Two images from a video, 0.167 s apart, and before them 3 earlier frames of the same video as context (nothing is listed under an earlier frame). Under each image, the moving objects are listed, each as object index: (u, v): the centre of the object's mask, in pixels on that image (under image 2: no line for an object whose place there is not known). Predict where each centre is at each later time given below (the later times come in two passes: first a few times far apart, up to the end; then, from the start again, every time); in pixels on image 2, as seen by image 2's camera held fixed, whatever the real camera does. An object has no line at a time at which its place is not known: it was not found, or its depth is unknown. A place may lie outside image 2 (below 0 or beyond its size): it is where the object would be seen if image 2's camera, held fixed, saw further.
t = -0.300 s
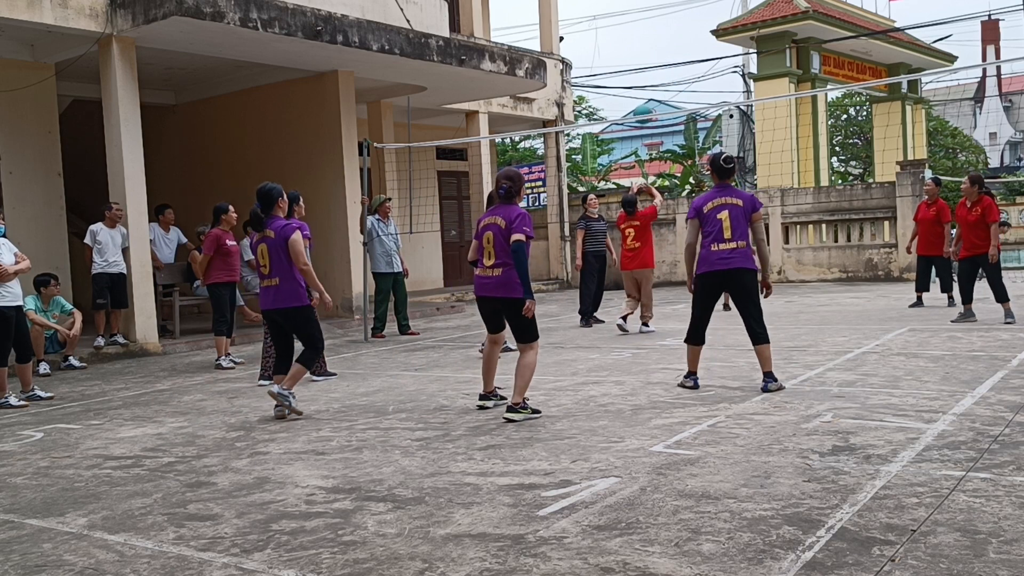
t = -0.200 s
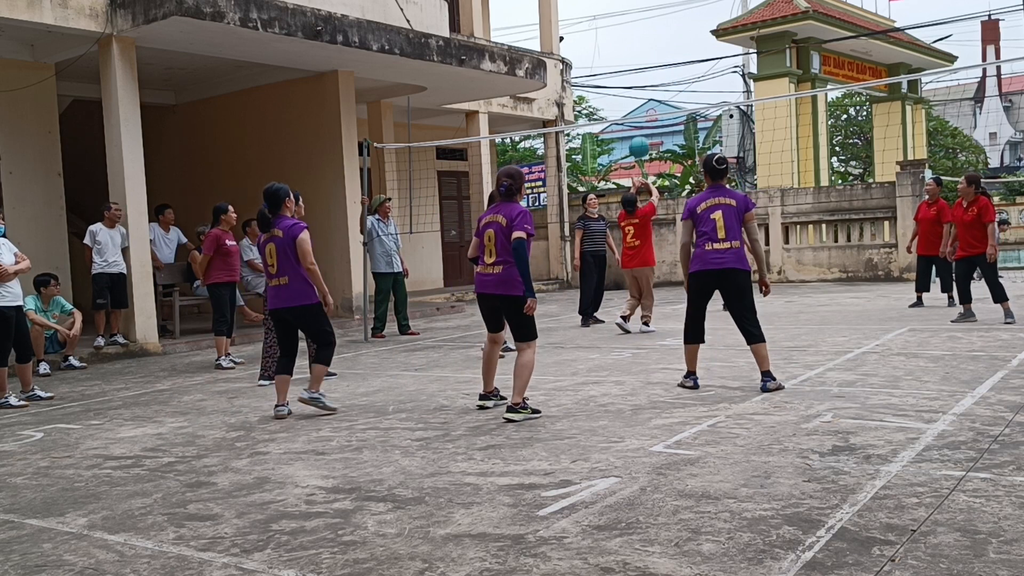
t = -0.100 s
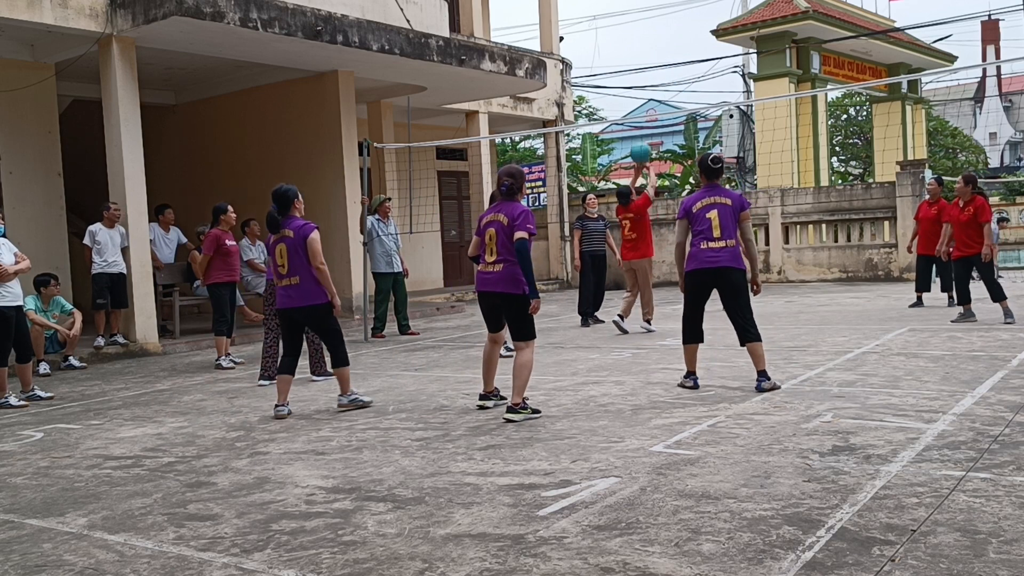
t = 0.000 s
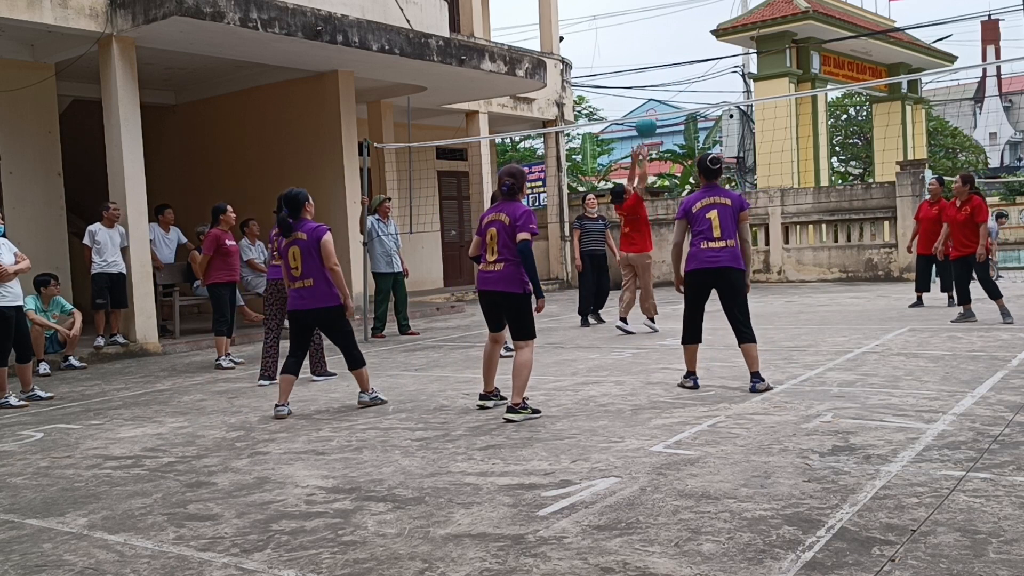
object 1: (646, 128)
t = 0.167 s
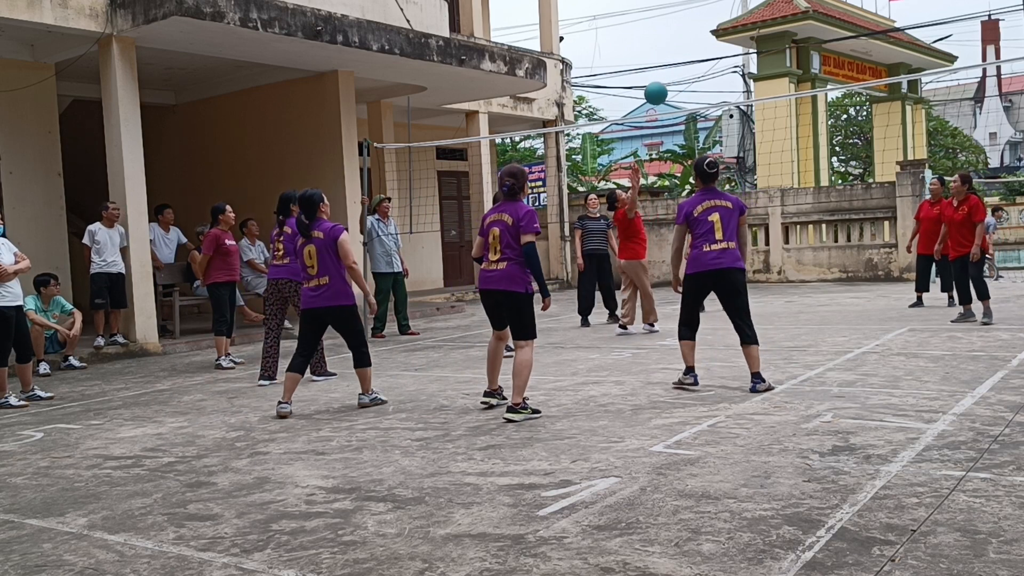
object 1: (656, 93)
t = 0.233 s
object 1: (660, 87)
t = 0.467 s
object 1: (677, 101)
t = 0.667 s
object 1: (695, 165)
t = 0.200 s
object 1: (658, 90)
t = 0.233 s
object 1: (660, 87)
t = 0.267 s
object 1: (662, 86)
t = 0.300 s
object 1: (664, 85)
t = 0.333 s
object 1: (667, 86)
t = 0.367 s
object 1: (669, 88)
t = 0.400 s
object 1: (671, 91)
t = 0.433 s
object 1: (674, 95)
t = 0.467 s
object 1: (677, 101)
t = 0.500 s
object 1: (679, 108)
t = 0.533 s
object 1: (683, 117)
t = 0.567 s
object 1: (686, 127)
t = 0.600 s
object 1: (689, 139)
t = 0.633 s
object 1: (693, 152)
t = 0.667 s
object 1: (695, 165)
